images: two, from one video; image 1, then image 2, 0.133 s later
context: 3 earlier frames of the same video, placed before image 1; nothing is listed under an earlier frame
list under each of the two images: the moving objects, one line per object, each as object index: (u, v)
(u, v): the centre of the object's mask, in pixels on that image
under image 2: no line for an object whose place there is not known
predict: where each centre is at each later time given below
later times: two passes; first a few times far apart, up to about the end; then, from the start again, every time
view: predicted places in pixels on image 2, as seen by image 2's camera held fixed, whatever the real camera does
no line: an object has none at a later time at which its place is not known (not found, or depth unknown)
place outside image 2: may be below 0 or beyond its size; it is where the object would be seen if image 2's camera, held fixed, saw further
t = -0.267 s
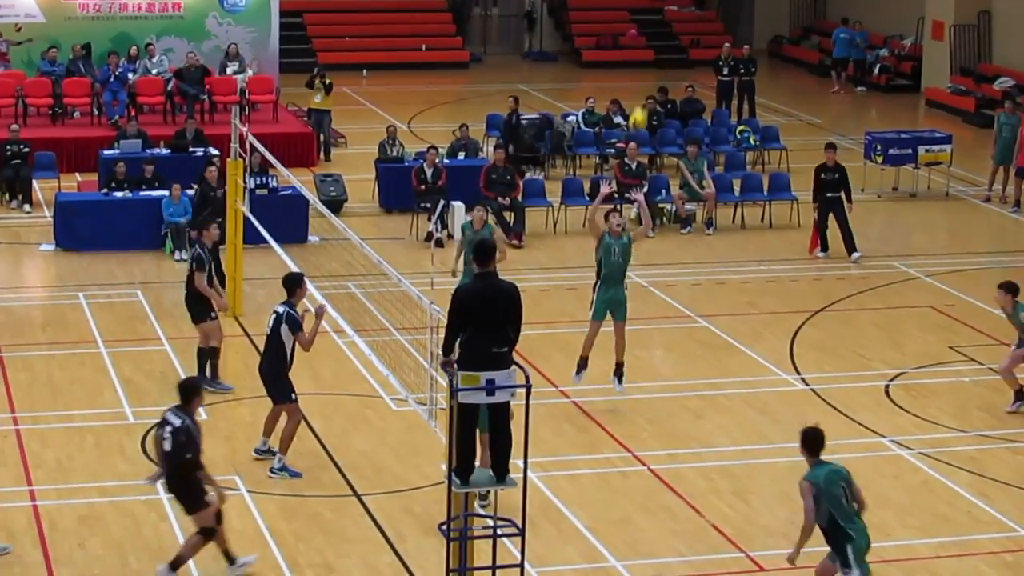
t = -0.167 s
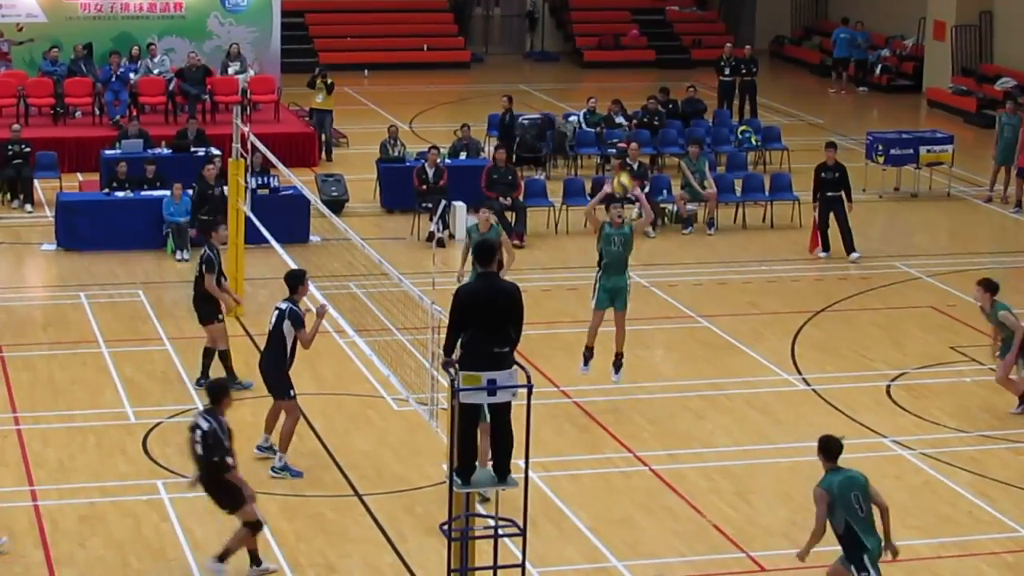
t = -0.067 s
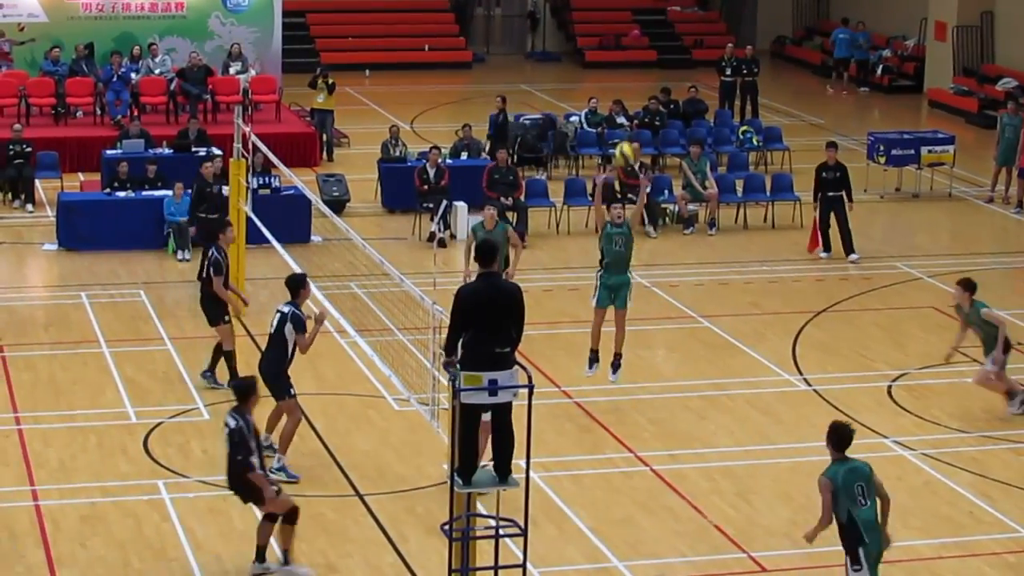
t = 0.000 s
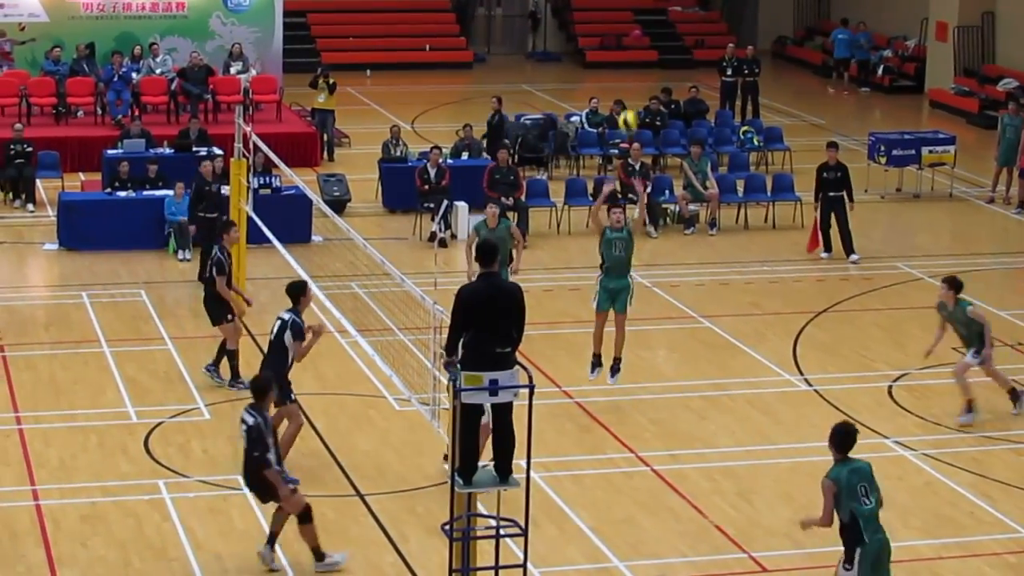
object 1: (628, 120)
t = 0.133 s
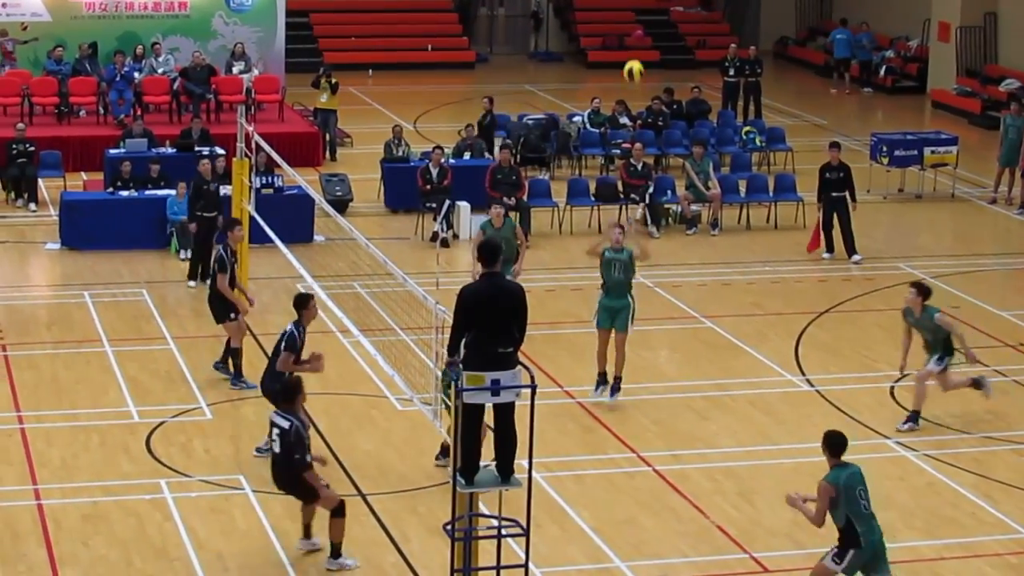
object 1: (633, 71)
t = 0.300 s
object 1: (634, 30)
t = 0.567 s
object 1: (636, 21)
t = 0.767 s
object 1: (635, 65)
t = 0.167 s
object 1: (634, 60)
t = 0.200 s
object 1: (634, 52)
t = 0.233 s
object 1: (634, 43)
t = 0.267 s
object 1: (634, 37)
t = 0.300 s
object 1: (634, 30)
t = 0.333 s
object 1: (635, 25)
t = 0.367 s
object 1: (635, 22)
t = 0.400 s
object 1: (635, 18)
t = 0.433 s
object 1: (635, 16)
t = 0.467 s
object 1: (635, 16)
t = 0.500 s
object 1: (636, 16)
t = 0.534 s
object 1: (636, 18)
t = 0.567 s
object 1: (636, 21)
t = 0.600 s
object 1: (636, 24)
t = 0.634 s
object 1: (636, 30)
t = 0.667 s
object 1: (635, 37)
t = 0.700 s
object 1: (635, 44)
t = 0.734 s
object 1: (635, 54)
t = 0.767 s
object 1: (635, 65)
